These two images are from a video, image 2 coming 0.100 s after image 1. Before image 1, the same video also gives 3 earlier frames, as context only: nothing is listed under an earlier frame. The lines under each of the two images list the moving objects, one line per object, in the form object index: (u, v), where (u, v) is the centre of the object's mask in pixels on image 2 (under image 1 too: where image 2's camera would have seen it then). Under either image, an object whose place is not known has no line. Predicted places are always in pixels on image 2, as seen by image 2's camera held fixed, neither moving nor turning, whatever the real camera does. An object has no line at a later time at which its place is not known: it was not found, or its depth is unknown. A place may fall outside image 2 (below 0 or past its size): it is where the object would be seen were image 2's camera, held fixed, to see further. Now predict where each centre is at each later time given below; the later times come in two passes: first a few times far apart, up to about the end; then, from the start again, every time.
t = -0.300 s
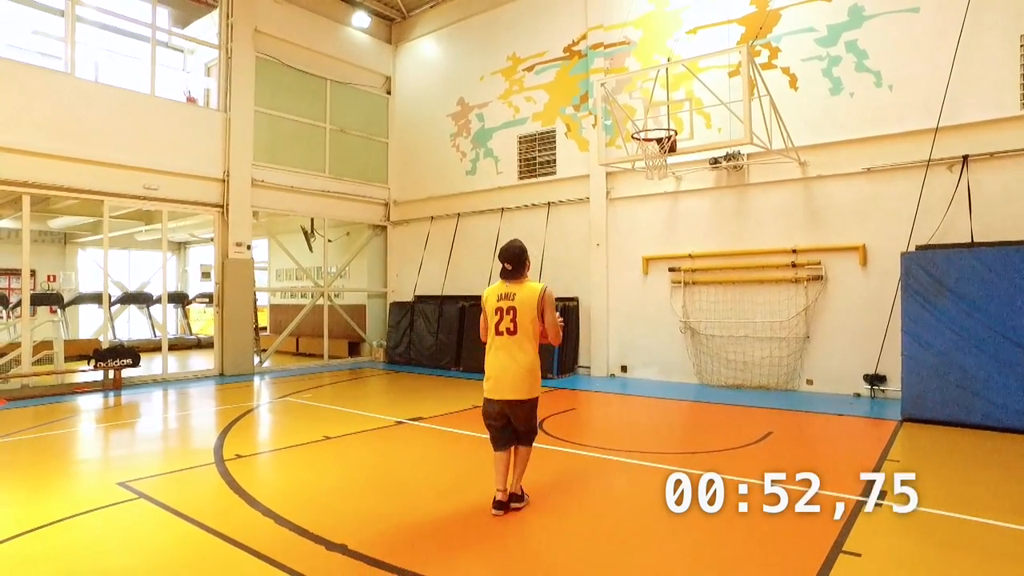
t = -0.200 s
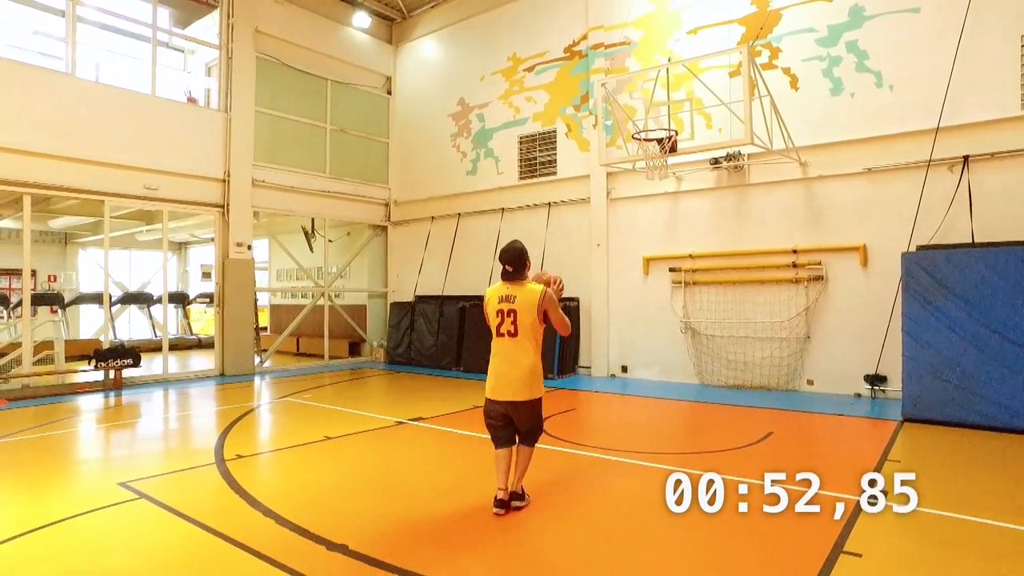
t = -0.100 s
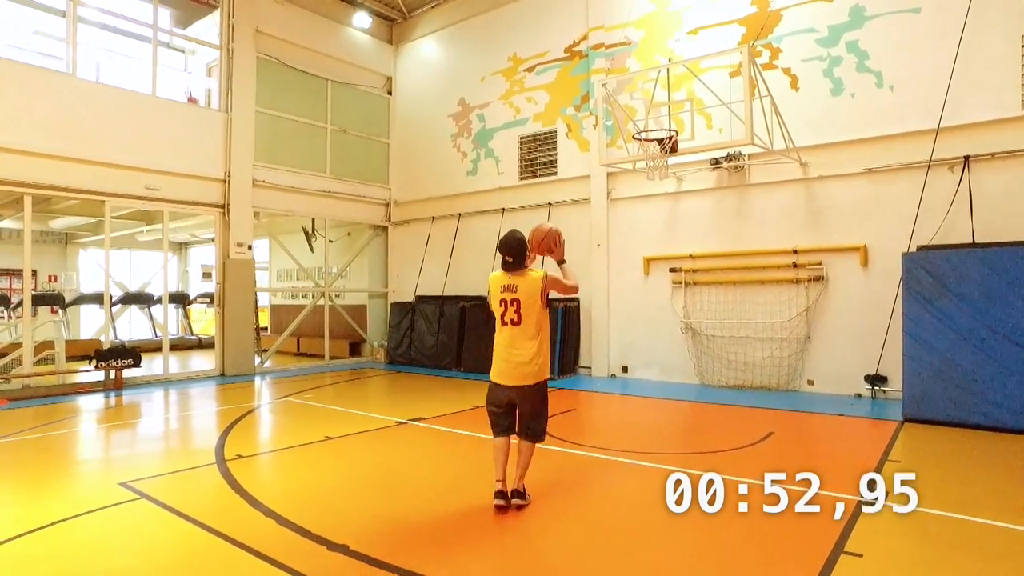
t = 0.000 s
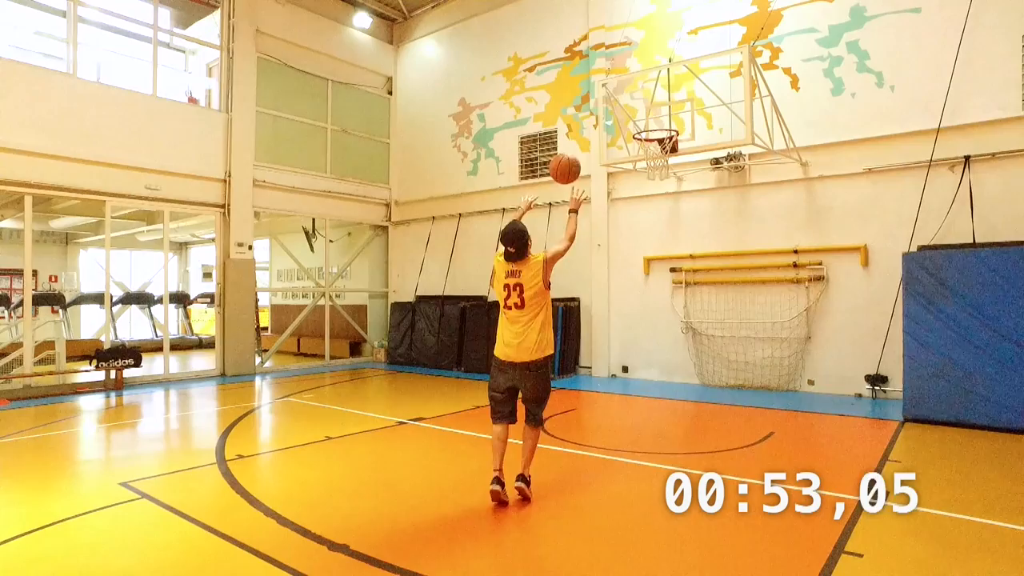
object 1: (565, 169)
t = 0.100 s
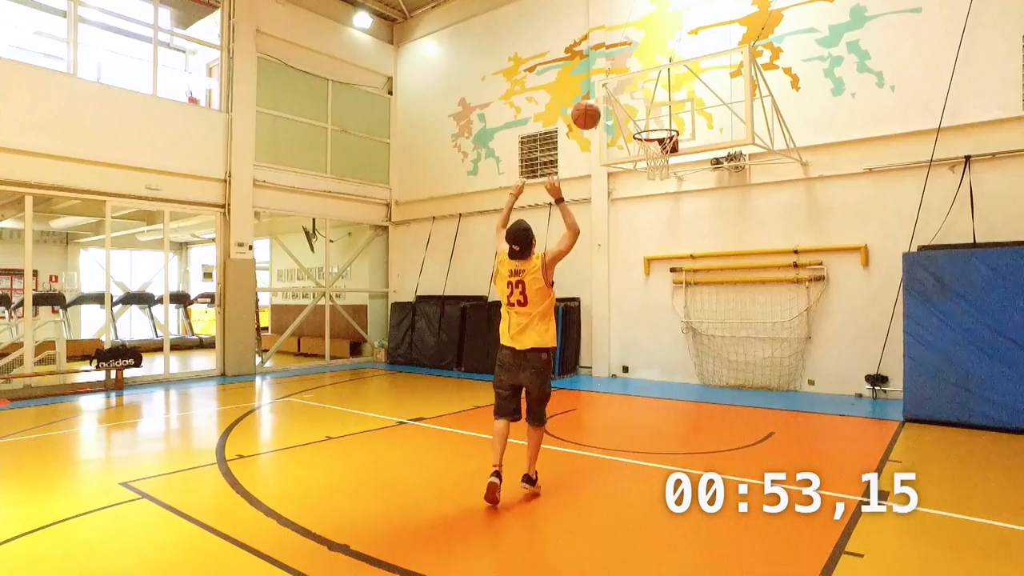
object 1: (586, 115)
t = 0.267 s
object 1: (614, 63)
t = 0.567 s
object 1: (653, 56)
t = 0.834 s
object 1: (646, 90)
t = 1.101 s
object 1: (613, 183)
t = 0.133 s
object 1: (592, 102)
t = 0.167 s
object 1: (598, 89)
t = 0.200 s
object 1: (603, 80)
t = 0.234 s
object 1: (609, 71)
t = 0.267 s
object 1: (614, 63)
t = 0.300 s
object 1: (619, 59)
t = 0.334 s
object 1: (624, 55)
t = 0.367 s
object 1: (629, 52)
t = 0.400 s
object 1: (633, 50)
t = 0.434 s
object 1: (637, 49)
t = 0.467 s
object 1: (641, 49)
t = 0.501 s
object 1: (645, 51)
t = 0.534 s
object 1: (649, 53)
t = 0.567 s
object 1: (653, 56)
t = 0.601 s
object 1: (656, 60)
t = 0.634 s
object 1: (660, 65)
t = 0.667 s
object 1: (663, 71)
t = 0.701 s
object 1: (661, 73)
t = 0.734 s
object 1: (658, 76)
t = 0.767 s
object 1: (654, 80)
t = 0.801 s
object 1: (650, 84)
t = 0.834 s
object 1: (646, 90)
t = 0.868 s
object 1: (642, 97)
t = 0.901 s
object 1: (638, 105)
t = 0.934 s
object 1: (634, 115)
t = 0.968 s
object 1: (630, 126)
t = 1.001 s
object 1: (626, 138)
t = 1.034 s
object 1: (621, 151)
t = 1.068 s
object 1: (617, 166)
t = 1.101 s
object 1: (613, 183)
